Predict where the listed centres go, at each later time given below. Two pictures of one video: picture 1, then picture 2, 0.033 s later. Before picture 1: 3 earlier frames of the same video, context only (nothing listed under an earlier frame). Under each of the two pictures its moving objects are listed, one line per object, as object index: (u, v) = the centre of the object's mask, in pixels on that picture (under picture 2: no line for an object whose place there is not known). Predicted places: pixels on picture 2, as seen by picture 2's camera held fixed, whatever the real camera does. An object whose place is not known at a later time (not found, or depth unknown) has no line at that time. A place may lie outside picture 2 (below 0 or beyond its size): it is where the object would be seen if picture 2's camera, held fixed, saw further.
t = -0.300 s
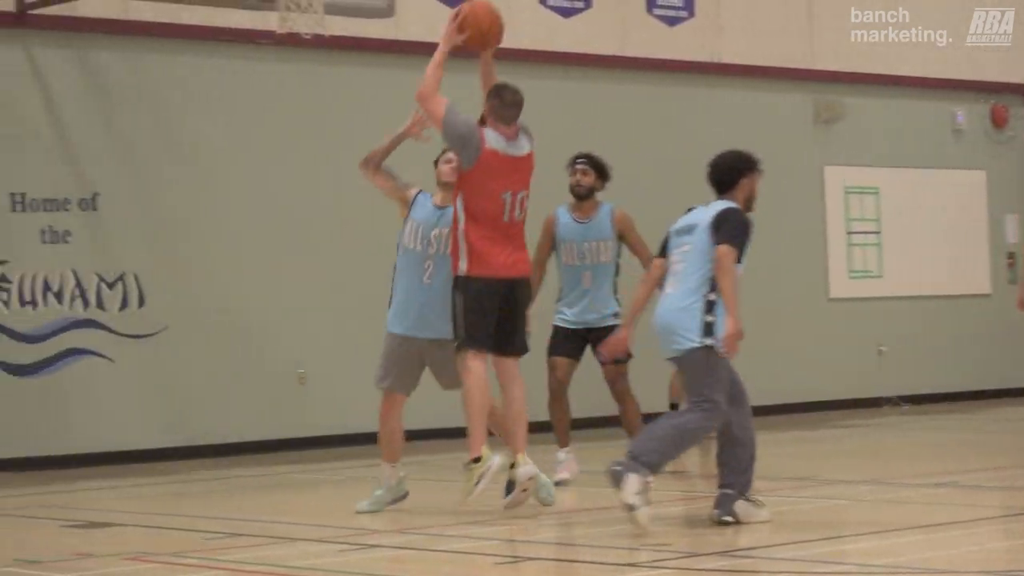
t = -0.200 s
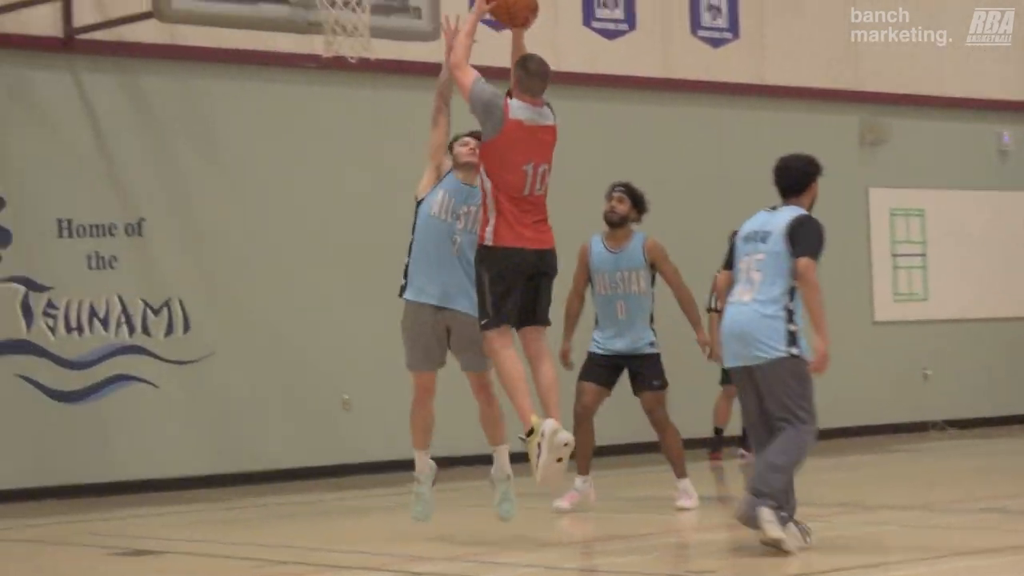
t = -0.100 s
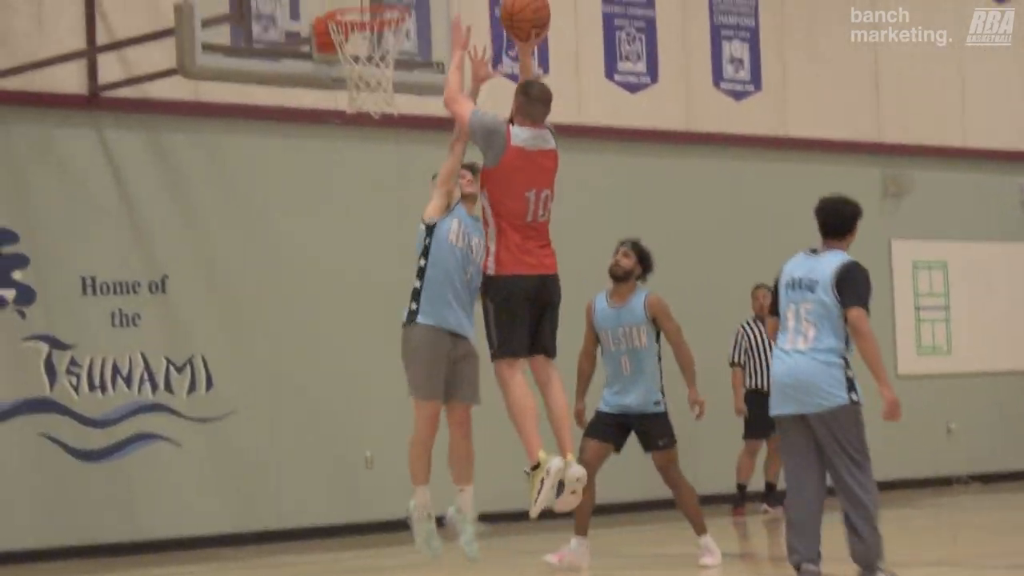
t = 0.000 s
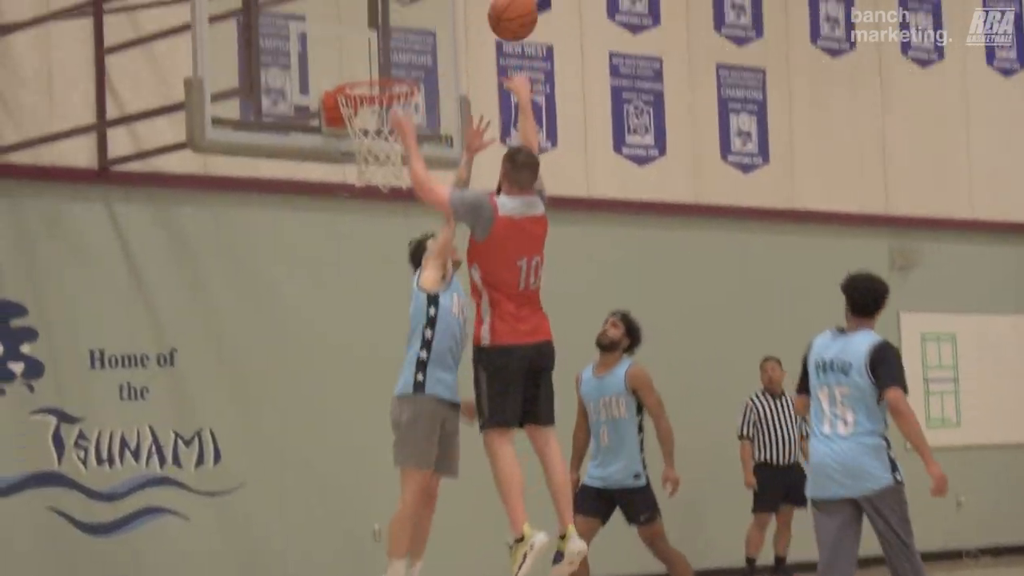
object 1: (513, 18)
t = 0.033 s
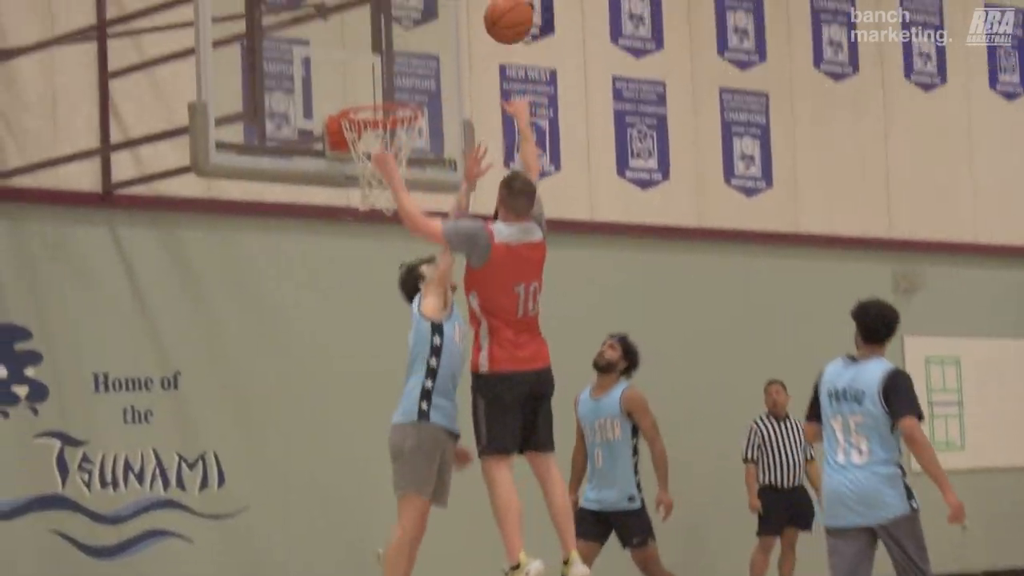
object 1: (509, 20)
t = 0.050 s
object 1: (505, 10)
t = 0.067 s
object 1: (502, 1)
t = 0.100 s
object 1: (494, -17)
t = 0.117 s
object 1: (490, -24)
